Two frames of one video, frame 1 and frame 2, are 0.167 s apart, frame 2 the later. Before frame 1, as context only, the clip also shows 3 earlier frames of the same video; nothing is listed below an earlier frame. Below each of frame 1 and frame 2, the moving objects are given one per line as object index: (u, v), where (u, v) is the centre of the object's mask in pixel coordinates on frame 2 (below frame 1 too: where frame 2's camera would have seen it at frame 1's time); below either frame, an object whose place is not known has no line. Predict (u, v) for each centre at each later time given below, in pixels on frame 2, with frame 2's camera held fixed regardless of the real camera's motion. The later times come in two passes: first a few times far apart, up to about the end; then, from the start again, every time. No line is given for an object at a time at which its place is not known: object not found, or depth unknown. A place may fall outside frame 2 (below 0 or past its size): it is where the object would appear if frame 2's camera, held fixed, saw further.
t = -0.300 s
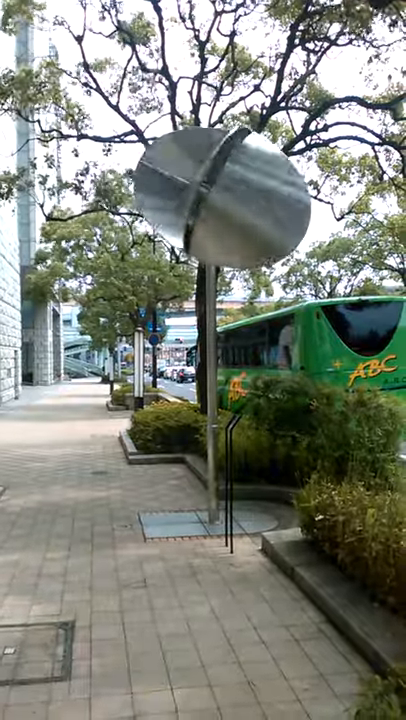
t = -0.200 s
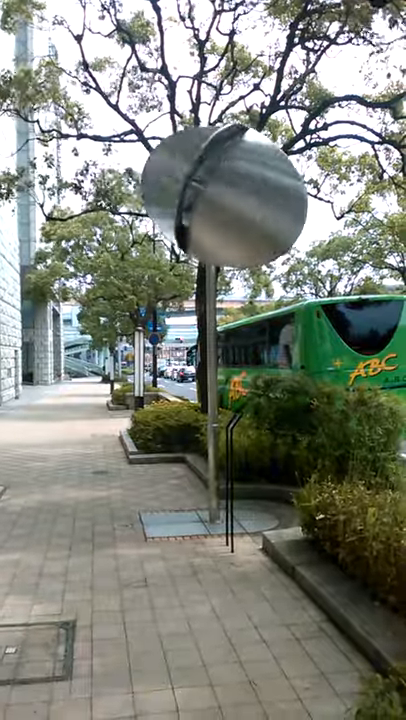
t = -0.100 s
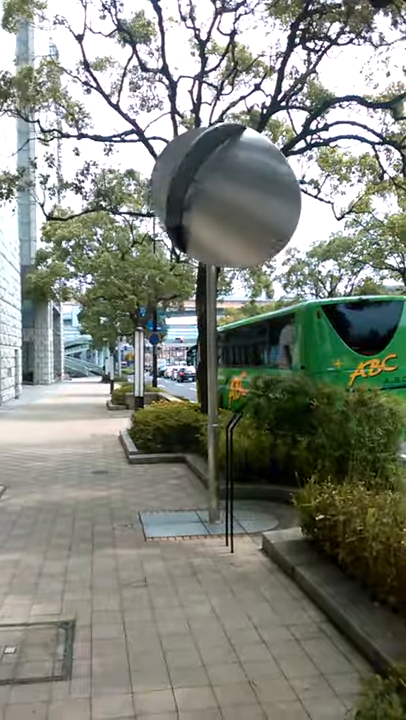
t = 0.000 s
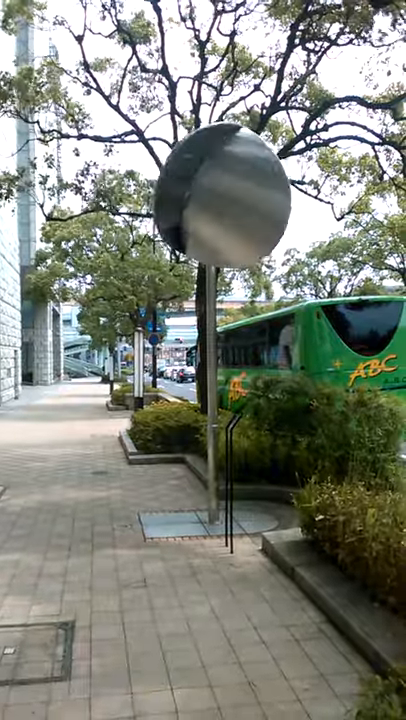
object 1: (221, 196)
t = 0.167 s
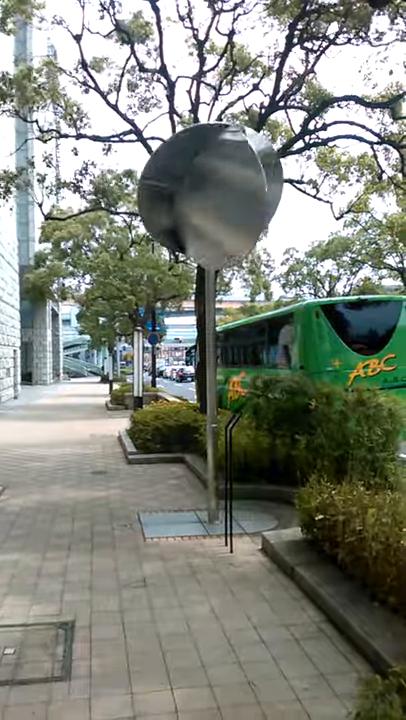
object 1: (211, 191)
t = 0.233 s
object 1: (210, 191)
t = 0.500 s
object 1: (204, 189)
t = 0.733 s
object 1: (207, 191)
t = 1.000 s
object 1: (198, 195)
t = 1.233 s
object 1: (194, 196)
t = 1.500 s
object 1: (195, 196)
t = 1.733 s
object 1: (197, 197)
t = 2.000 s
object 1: (200, 196)
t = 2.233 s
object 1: (201, 197)
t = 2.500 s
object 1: (203, 198)
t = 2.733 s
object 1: (215, 205)
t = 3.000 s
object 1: (214, 204)
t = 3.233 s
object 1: (217, 203)
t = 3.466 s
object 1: (221, 203)
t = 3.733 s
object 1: (226, 203)
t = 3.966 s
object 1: (226, 202)
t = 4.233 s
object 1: (217, 198)
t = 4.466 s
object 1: (211, 193)
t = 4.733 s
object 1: (208, 191)
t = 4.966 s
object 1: (203, 194)
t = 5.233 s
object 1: (194, 196)
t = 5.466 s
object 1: (197, 194)
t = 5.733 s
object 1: (202, 194)
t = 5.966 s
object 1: (204, 191)
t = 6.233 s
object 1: (201, 192)
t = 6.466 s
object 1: (204, 197)
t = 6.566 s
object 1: (208, 199)
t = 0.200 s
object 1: (210, 191)
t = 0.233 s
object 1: (210, 191)
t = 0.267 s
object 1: (210, 190)
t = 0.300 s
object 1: (210, 190)
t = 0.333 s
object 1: (210, 190)
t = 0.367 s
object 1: (209, 189)
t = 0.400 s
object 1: (209, 189)
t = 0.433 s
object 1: (209, 189)
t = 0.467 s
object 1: (209, 189)
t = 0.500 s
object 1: (204, 189)
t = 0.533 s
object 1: (220, 188)
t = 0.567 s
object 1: (219, 188)
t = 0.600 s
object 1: (216, 189)
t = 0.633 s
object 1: (212, 192)
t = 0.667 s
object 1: (209, 190)
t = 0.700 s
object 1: (208, 191)
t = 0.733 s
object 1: (207, 191)
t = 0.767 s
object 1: (207, 192)
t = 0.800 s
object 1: (206, 193)
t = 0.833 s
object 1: (205, 193)
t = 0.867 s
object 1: (204, 193)
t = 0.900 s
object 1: (202, 194)
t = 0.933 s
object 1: (201, 194)
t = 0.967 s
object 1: (199, 195)
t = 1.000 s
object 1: (198, 195)
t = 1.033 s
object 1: (197, 196)
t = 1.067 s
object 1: (196, 195)
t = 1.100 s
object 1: (195, 195)
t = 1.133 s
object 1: (195, 196)
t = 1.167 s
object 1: (195, 195)
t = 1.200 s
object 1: (194, 196)
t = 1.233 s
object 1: (194, 196)
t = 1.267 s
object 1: (194, 196)
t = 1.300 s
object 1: (194, 197)
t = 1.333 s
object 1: (194, 197)
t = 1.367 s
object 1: (194, 196)
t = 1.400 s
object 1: (194, 197)
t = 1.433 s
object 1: (195, 197)
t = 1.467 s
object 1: (195, 197)
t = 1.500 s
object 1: (195, 196)
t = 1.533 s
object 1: (196, 196)
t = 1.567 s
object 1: (196, 197)
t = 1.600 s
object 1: (197, 197)
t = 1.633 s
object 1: (198, 196)
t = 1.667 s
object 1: (197, 197)
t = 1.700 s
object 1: (197, 197)
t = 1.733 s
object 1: (197, 197)
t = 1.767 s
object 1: (198, 197)
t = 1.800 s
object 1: (198, 197)
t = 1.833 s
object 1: (198, 197)
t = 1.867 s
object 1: (198, 197)
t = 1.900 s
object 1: (199, 197)
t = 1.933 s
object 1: (199, 198)
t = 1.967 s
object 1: (199, 198)
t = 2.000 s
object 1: (200, 196)
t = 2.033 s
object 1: (200, 197)
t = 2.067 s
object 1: (199, 197)
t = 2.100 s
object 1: (199, 197)
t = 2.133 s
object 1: (199, 196)
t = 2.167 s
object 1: (198, 196)
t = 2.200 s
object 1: (200, 197)
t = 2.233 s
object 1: (201, 197)
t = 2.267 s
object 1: (201, 197)
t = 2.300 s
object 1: (201, 198)
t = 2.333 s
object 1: (202, 197)
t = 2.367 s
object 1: (202, 198)
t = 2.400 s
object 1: (202, 198)
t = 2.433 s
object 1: (202, 196)
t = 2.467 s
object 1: (202, 197)
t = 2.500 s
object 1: (203, 198)
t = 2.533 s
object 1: (203, 200)
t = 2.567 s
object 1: (204, 202)
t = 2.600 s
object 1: (206, 203)
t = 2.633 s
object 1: (202, 202)
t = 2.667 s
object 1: (200, 204)
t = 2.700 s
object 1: (216, 206)
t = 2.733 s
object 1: (215, 205)
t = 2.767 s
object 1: (214, 204)
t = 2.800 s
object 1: (211, 205)
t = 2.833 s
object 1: (212, 205)
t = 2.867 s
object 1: (212, 205)
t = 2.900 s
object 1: (212, 204)
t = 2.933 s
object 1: (213, 204)
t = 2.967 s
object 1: (214, 203)
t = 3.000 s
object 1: (214, 204)
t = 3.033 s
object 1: (215, 203)
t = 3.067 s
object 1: (215, 203)
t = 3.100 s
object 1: (216, 203)
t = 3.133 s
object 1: (216, 203)
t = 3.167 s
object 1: (216, 204)
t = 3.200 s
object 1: (217, 203)
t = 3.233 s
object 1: (217, 203)
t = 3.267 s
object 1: (218, 203)
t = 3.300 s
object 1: (218, 203)
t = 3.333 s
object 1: (219, 203)
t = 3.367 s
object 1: (219, 203)
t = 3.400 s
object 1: (220, 203)
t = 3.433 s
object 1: (221, 203)
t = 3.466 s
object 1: (221, 203)
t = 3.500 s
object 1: (222, 203)
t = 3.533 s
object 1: (222, 203)
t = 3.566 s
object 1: (223, 203)
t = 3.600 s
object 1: (224, 203)
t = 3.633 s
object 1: (225, 203)
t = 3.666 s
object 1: (226, 203)
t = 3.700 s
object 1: (226, 203)
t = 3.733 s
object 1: (226, 203)
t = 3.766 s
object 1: (226, 203)
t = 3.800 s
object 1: (227, 203)
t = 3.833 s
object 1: (227, 202)
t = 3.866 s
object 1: (227, 203)
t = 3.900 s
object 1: (227, 202)
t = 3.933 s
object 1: (227, 202)
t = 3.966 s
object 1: (226, 202)
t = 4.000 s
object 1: (226, 202)
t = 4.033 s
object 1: (225, 202)
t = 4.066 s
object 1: (223, 201)
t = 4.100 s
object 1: (222, 201)
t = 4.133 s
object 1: (221, 200)
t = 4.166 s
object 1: (220, 200)
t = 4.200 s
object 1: (218, 199)
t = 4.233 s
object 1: (217, 198)
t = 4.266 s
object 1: (216, 197)
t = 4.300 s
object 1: (215, 196)
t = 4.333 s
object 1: (214, 195)
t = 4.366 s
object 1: (213, 194)
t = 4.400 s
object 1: (213, 194)
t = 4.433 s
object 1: (212, 193)
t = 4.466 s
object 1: (211, 193)
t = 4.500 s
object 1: (211, 192)
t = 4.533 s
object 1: (210, 191)
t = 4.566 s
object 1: (210, 191)
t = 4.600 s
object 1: (211, 193)
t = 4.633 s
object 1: (220, 191)
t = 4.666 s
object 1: (216, 192)
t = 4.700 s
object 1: (206, 193)
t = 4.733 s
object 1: (208, 191)
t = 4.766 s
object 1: (208, 192)
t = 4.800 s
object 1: (207, 191)
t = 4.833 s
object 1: (206, 192)
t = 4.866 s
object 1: (206, 193)
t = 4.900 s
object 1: (205, 193)
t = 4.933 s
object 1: (204, 194)
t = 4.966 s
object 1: (203, 194)
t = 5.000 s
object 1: (202, 194)
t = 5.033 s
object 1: (200, 194)
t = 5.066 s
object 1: (199, 195)
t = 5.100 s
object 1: (197, 196)
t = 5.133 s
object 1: (196, 196)
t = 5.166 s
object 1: (195, 196)
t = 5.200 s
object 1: (195, 196)
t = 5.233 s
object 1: (194, 196)
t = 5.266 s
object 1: (194, 196)
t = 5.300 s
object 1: (195, 195)
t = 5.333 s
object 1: (195, 195)
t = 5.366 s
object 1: (196, 195)
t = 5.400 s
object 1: (196, 195)
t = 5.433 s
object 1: (196, 195)
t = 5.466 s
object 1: (197, 194)
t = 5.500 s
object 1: (199, 194)
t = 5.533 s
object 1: (199, 195)
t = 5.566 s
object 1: (199, 194)
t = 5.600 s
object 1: (200, 194)
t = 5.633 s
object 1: (200, 194)
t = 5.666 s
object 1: (201, 194)
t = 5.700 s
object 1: (201, 194)
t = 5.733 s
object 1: (202, 194)
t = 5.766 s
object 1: (202, 194)
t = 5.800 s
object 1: (203, 193)
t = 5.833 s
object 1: (203, 192)
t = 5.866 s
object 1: (204, 191)
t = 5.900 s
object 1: (204, 191)
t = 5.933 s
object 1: (204, 191)
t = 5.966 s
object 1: (204, 191)
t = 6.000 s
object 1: (204, 191)
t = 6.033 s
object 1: (204, 189)
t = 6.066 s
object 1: (203, 190)
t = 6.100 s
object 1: (203, 190)
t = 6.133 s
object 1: (203, 190)
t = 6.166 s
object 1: (202, 190)
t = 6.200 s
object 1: (201, 191)
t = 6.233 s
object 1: (201, 192)
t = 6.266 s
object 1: (202, 193)
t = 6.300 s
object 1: (202, 194)
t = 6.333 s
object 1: (202, 194)
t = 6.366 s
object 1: (203, 194)
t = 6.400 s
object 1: (203, 194)
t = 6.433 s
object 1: (203, 195)
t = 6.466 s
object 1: (204, 197)
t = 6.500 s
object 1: (204, 197)
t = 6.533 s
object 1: (200, 198)
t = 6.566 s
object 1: (208, 199)
